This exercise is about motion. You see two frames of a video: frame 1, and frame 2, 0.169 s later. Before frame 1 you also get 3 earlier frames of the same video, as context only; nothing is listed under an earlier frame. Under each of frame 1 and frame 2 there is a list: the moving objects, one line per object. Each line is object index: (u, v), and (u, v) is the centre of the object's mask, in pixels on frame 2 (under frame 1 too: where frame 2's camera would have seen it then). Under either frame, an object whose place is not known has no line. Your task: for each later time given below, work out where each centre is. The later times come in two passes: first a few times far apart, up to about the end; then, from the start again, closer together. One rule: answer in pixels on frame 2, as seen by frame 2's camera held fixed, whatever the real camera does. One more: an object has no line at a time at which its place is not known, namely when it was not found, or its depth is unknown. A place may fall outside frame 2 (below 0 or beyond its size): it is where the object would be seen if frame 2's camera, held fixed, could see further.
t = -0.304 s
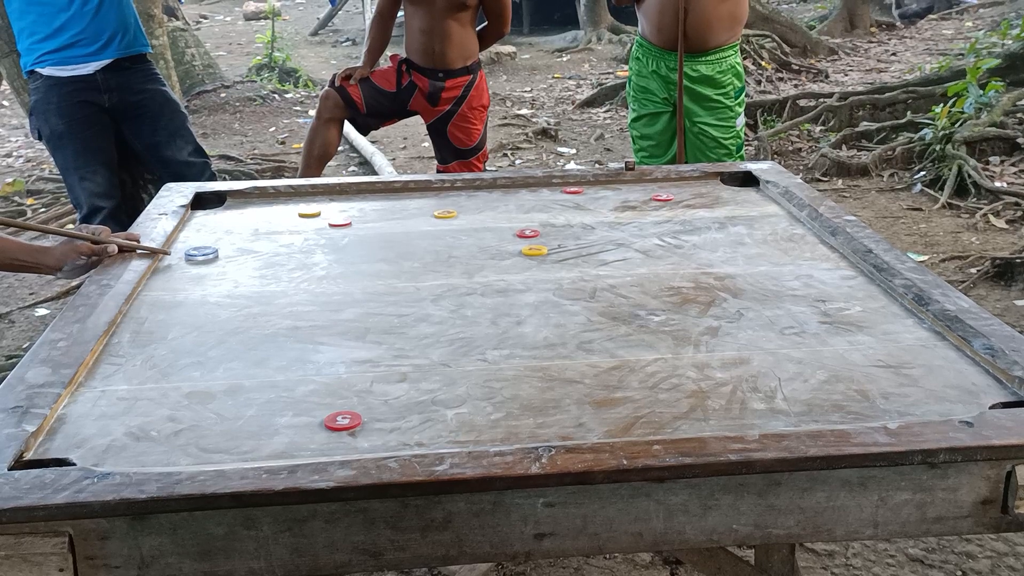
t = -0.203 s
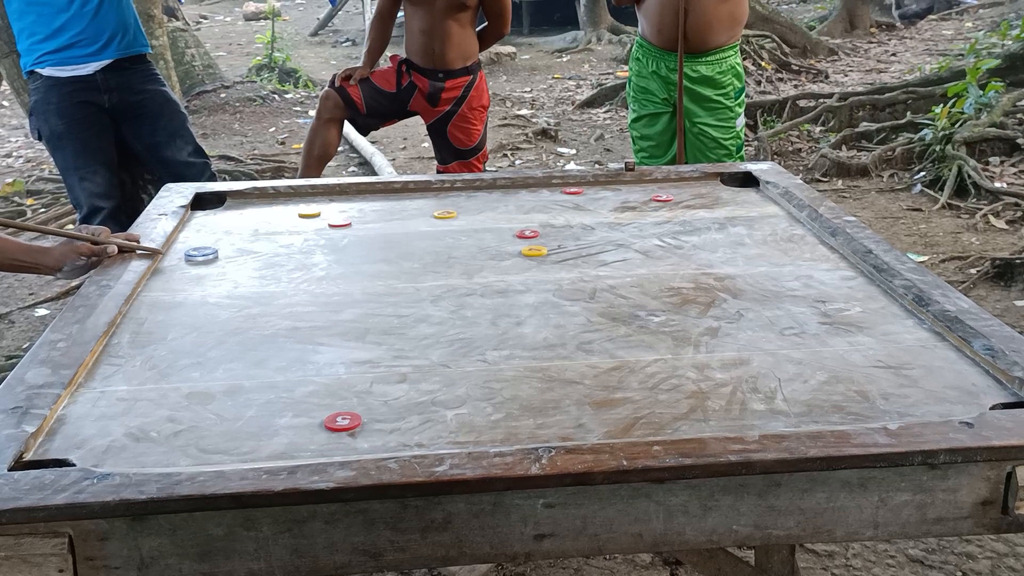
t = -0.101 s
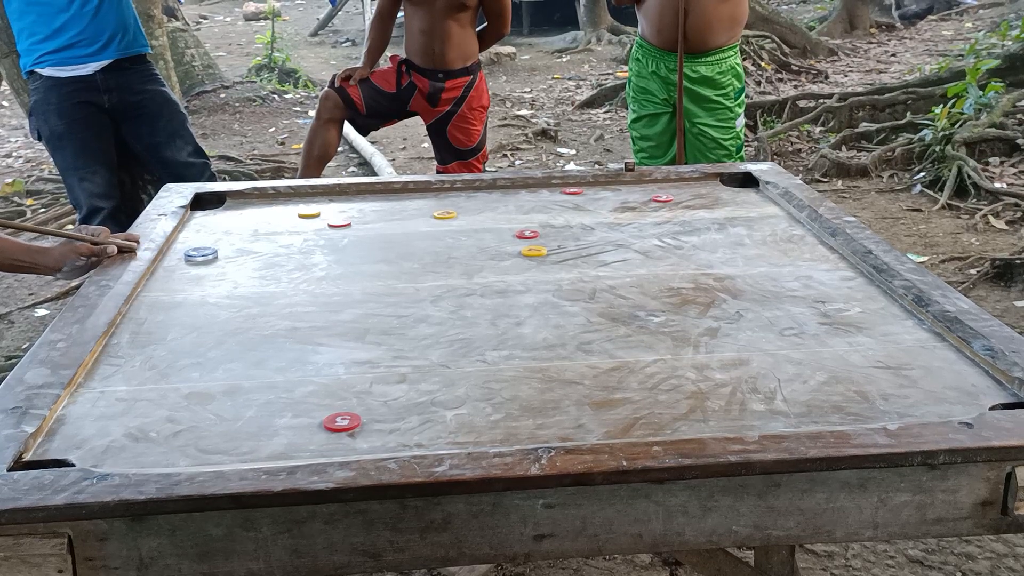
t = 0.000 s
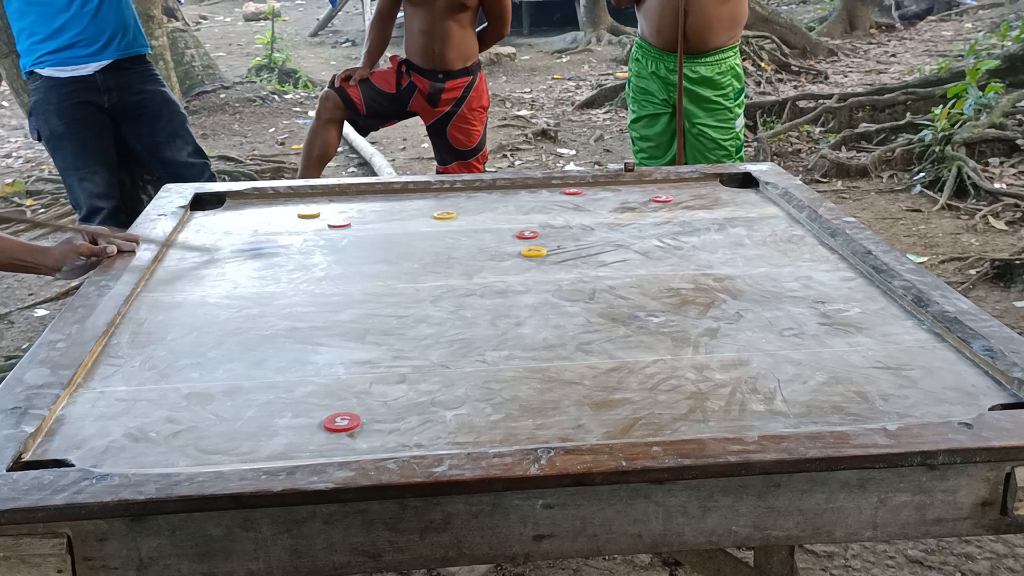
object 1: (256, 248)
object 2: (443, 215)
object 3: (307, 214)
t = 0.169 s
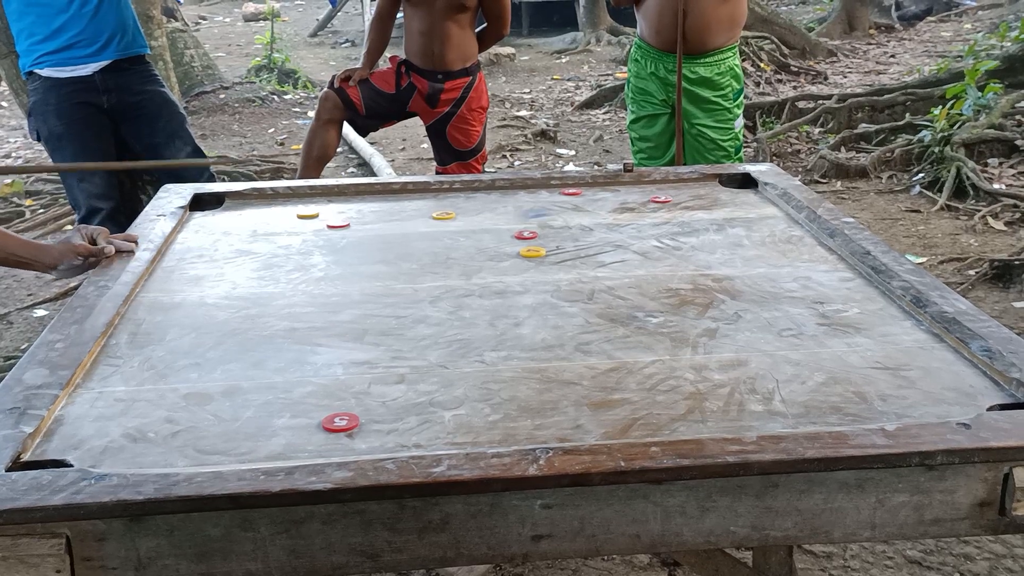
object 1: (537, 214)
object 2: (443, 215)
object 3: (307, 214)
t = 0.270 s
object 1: (666, 202)
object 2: (443, 215)
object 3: (307, 214)
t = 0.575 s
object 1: (656, 205)
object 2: (443, 215)
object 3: (307, 214)
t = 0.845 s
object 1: (529, 211)
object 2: (443, 215)
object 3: (307, 214)
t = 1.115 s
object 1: (451, 216)
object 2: (392, 216)
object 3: (308, 214)
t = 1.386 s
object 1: (427, 217)
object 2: (327, 215)
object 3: (291, 212)
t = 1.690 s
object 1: (426, 217)
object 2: (327, 214)
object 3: (245, 205)
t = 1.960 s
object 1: (426, 217)
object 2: (326, 214)
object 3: (230, 203)
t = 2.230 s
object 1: (426, 217)
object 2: (326, 214)
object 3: (230, 203)
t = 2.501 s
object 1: (426, 217)
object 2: (326, 213)
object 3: (230, 203)
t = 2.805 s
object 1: (426, 217)
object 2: (326, 213)
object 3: (230, 203)
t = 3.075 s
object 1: (426, 217)
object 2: (326, 213)
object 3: (230, 202)
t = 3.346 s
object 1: (426, 217)
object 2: (327, 213)
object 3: (230, 202)
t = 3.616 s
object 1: (427, 217)
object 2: (326, 213)
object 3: (230, 202)
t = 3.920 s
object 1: (427, 217)
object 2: (327, 213)
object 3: (230, 202)
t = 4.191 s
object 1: (426, 217)
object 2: (326, 213)
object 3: (230, 202)
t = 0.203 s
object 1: (585, 208)
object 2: (443, 215)
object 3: (307, 214)
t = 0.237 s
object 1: (635, 204)
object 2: (443, 215)
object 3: (307, 214)
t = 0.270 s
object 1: (666, 202)
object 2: (443, 215)
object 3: (307, 214)
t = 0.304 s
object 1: (695, 202)
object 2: (443, 215)
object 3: (307, 214)
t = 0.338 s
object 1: (722, 200)
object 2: (443, 215)
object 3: (307, 214)
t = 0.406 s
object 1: (747, 197)
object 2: (443, 215)
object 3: (307, 214)
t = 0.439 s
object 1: (729, 200)
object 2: (443, 215)
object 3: (307, 214)
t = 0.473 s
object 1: (708, 202)
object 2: (443, 215)
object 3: (307, 214)
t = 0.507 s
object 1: (691, 203)
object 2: (443, 215)
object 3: (307, 214)
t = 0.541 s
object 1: (673, 204)
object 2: (443, 215)
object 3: (307, 214)
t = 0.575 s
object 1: (656, 205)
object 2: (443, 215)
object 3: (307, 214)
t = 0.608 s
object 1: (638, 205)
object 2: (443, 215)
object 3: (307, 214)
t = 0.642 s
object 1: (622, 206)
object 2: (443, 215)
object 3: (307, 214)
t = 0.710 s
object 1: (587, 207)
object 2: (443, 215)
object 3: (307, 214)
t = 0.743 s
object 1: (572, 208)
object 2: (443, 215)
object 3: (307, 214)
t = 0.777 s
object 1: (558, 209)
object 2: (443, 215)
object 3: (307, 214)
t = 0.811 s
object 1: (544, 210)
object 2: (443, 215)
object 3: (307, 214)
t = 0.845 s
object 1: (529, 211)
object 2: (443, 215)
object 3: (307, 214)
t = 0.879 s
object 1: (517, 211)
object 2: (443, 215)
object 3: (307, 214)
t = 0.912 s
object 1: (503, 212)
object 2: (443, 215)
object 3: (307, 214)
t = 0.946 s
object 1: (490, 213)
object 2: (443, 215)
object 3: (307, 213)
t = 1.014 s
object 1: (467, 214)
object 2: (439, 215)
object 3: (307, 214)
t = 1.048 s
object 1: (461, 215)
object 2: (422, 216)
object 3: (307, 214)
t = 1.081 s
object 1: (456, 215)
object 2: (408, 216)
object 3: (307, 214)
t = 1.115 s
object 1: (451, 216)
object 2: (392, 216)
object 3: (308, 214)
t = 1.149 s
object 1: (447, 216)
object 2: (377, 217)
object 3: (307, 214)
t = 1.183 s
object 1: (443, 216)
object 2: (363, 217)
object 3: (307, 213)
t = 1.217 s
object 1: (439, 216)
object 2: (350, 217)
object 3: (307, 214)
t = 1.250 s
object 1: (436, 217)
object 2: (341, 216)
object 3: (307, 214)
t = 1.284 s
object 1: (433, 217)
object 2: (332, 215)
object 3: (307, 214)
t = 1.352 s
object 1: (429, 217)
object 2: (327, 214)
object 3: (297, 213)
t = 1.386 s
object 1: (427, 217)
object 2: (327, 215)
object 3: (291, 212)
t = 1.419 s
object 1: (427, 217)
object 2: (327, 214)
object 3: (284, 211)
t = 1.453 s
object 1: (426, 217)
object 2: (327, 214)
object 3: (278, 210)
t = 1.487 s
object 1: (426, 217)
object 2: (327, 214)
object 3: (272, 209)
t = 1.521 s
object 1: (426, 217)
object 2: (327, 214)
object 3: (267, 208)
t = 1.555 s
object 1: (426, 217)
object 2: (327, 214)
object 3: (262, 207)
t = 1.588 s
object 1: (426, 217)
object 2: (327, 214)
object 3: (257, 207)
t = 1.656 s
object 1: (426, 217)
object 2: (327, 214)
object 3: (249, 206)
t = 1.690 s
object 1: (426, 217)
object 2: (327, 214)
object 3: (245, 205)
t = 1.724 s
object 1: (426, 217)
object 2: (327, 214)
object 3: (241, 204)
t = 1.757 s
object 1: (426, 217)
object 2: (327, 214)
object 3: (238, 203)
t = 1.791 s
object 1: (426, 217)
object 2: (326, 214)
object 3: (236, 203)
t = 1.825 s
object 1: (426, 217)
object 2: (326, 214)
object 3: (233, 203)
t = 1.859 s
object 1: (426, 217)
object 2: (326, 214)
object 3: (232, 202)
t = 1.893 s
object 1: (426, 217)
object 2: (326, 214)
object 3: (231, 203)
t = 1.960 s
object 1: (426, 217)
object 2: (326, 214)
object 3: (230, 203)
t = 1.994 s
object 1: (426, 217)
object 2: (327, 214)
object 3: (230, 203)
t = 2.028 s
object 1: (426, 217)
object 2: (327, 214)
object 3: (230, 203)
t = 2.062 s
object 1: (426, 217)
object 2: (327, 214)
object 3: (230, 203)
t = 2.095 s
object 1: (426, 217)
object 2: (327, 213)
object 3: (230, 203)
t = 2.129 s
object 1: (426, 217)
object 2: (326, 213)
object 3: (230, 203)
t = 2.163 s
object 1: (426, 217)
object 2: (326, 213)
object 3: (230, 203)
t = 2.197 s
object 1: (426, 217)
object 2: (326, 213)
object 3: (230, 203)
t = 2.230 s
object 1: (426, 217)
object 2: (326, 214)
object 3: (230, 203)
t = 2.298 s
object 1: (426, 217)
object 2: (326, 214)
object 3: (230, 203)
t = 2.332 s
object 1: (426, 217)
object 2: (326, 213)
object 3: (230, 203)
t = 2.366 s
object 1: (426, 217)
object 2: (326, 213)
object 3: (230, 203)
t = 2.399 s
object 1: (426, 217)
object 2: (326, 213)
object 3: (230, 203)
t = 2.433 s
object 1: (426, 217)
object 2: (326, 213)
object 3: (230, 203)
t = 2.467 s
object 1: (426, 217)
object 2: (326, 213)
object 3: (230, 203)
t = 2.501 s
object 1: (426, 217)
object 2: (326, 213)
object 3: (230, 203)
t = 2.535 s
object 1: (426, 217)
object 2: (326, 213)
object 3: (230, 203)
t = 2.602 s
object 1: (426, 217)
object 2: (326, 213)
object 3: (230, 203)
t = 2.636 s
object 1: (426, 217)
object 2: (326, 213)
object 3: (230, 203)
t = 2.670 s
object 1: (426, 217)
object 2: (326, 213)
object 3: (230, 203)
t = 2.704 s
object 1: (426, 217)
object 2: (326, 213)
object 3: (230, 203)
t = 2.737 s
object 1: (426, 217)
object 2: (326, 213)
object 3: (230, 203)
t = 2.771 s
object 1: (426, 217)
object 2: (326, 213)
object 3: (230, 203)
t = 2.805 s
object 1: (426, 217)
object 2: (326, 213)
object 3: (230, 203)
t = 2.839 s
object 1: (426, 217)
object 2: (326, 213)
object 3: (230, 202)
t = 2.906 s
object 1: (426, 217)
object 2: (326, 213)
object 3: (230, 202)
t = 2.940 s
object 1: (426, 217)
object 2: (326, 213)
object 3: (230, 202)
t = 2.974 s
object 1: (426, 217)
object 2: (326, 213)
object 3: (230, 202)
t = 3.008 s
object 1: (426, 217)
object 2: (326, 213)
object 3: (230, 202)
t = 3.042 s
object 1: (426, 217)
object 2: (326, 213)
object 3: (230, 202)
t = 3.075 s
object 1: (426, 217)
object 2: (326, 213)
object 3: (230, 202)
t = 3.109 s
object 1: (426, 217)
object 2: (326, 213)
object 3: (230, 202)
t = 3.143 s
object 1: (426, 217)
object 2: (326, 213)
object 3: (230, 202)
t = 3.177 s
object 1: (426, 217)
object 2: (326, 213)
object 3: (230, 202)
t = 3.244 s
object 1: (426, 217)
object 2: (326, 213)
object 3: (230, 202)
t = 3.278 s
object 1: (426, 217)
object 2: (326, 213)
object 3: (230, 202)
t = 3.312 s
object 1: (426, 217)
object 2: (327, 213)
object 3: (230, 202)
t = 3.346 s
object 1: (426, 217)
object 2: (327, 213)
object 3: (230, 202)
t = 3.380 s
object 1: (426, 217)
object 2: (326, 213)
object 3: (230, 202)
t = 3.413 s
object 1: (426, 217)
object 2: (326, 213)
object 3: (230, 202)
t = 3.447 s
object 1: (427, 217)
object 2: (326, 213)
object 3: (230, 202)
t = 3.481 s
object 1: (426, 217)
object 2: (326, 213)
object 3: (230, 202)
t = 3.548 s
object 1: (427, 217)
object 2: (326, 213)
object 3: (230, 202)
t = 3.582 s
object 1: (427, 217)
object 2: (326, 213)
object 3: (230, 202)
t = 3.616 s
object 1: (427, 217)
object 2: (326, 213)
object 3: (230, 202)
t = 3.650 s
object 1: (427, 217)
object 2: (326, 213)
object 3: (230, 202)
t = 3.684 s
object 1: (426, 217)
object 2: (326, 213)
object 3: (230, 202)
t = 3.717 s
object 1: (426, 217)
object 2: (326, 213)
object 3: (230, 202)
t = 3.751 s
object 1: (426, 217)
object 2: (326, 213)
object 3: (230, 202)
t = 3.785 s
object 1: (426, 217)
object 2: (326, 213)
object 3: (230, 202)
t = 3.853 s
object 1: (427, 217)
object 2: (326, 213)
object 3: (230, 202)
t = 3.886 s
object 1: (427, 217)
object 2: (327, 213)
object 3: (230, 202)
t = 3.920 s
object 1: (427, 217)
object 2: (327, 213)
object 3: (230, 202)
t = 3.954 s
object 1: (426, 217)
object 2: (327, 213)
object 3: (230, 202)
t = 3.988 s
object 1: (426, 217)
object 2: (327, 213)
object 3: (230, 202)
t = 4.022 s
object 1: (426, 217)
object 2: (327, 213)
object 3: (230, 202)
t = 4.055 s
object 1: (426, 216)
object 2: (326, 213)
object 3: (230, 202)
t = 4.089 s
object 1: (426, 217)
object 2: (327, 213)
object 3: (230, 202)
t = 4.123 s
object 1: (426, 217)
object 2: (326, 213)
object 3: (230, 202)
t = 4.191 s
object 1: (426, 217)
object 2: (326, 213)
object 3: (230, 202)
